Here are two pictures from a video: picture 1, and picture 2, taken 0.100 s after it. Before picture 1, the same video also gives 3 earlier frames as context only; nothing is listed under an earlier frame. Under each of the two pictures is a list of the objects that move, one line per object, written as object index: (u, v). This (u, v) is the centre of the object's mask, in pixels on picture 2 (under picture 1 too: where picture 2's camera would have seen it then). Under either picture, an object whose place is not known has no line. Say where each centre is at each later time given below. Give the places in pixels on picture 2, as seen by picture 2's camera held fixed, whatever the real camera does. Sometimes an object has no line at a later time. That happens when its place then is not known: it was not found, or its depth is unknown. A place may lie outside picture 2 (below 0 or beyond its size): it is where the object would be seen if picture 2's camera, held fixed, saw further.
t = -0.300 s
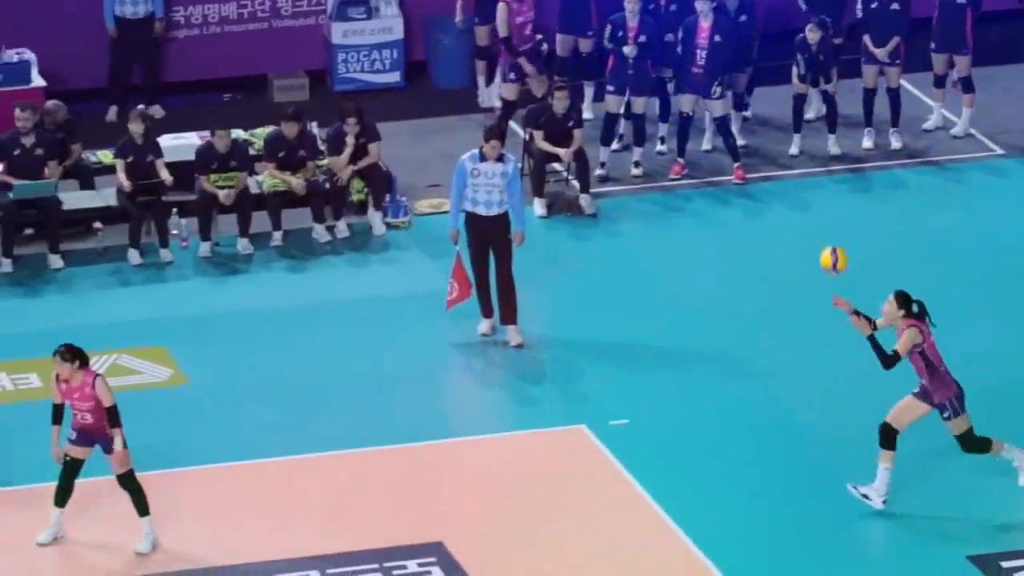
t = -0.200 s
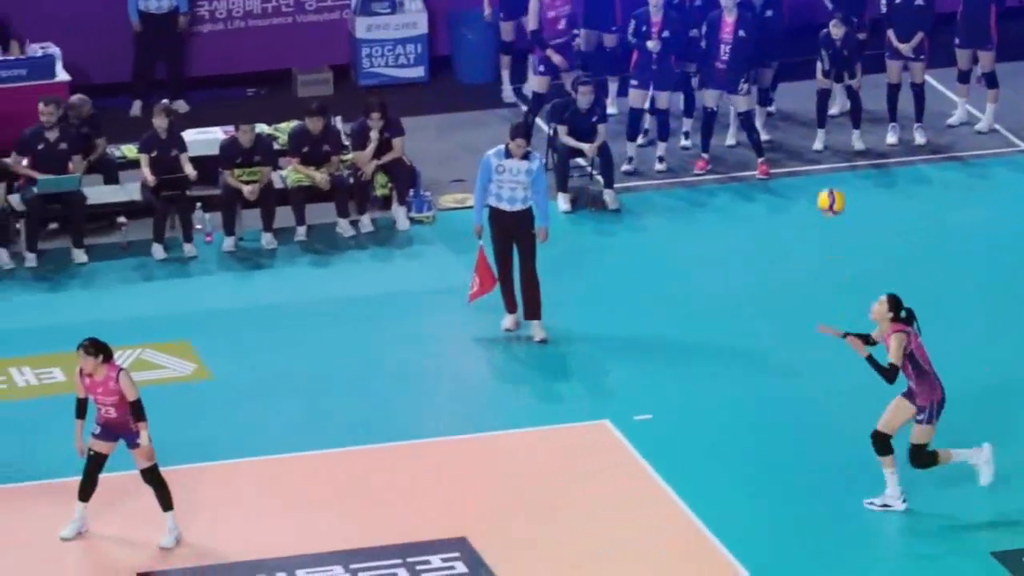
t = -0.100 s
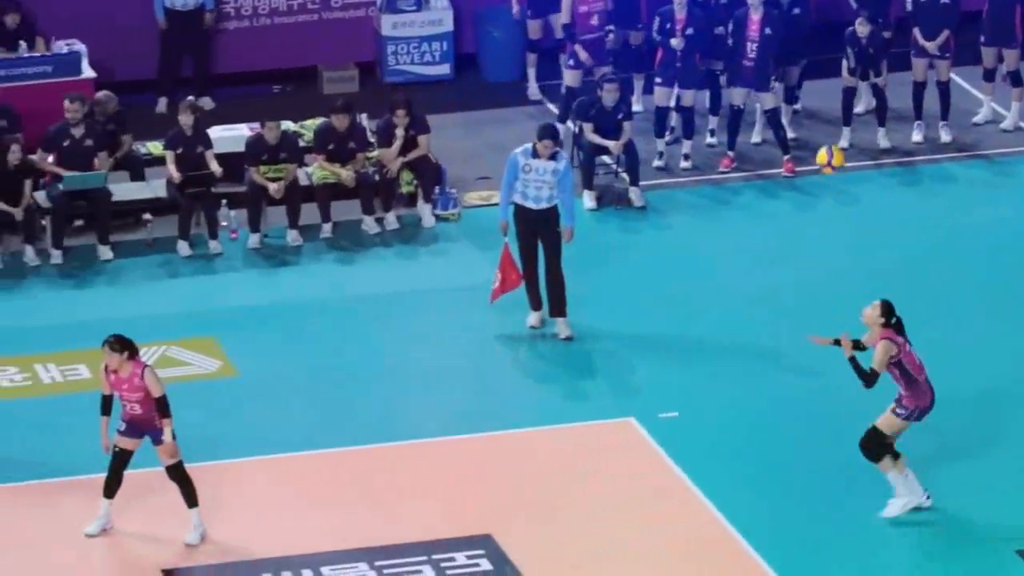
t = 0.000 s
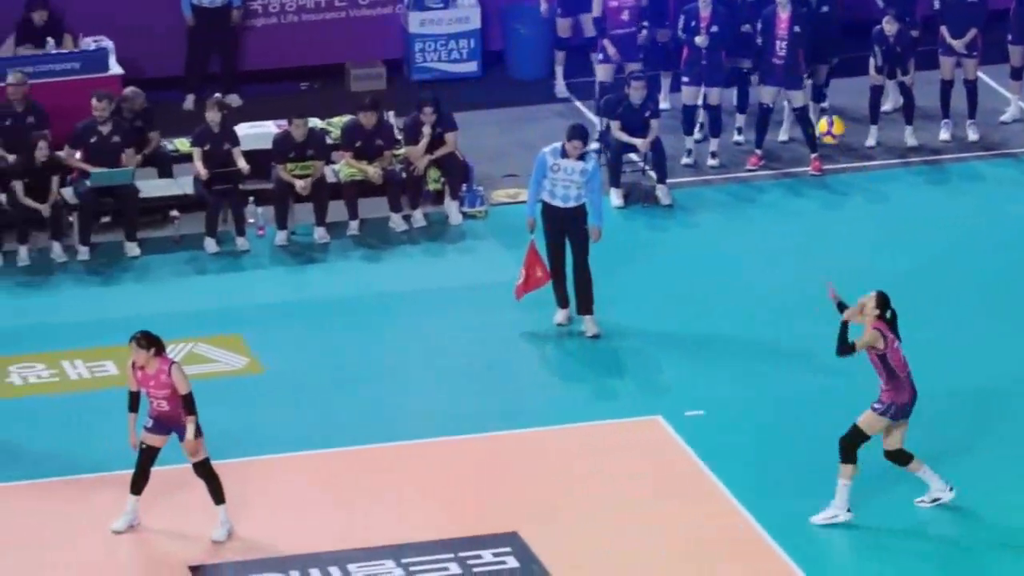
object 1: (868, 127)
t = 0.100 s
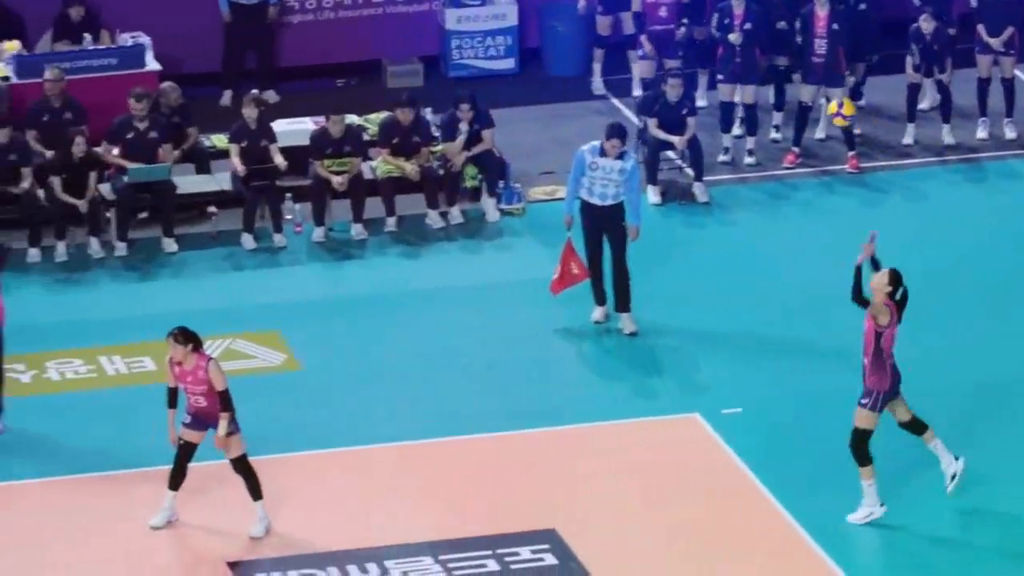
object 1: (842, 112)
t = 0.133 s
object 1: (832, 109)
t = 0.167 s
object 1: (822, 108)
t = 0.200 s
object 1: (813, 109)
